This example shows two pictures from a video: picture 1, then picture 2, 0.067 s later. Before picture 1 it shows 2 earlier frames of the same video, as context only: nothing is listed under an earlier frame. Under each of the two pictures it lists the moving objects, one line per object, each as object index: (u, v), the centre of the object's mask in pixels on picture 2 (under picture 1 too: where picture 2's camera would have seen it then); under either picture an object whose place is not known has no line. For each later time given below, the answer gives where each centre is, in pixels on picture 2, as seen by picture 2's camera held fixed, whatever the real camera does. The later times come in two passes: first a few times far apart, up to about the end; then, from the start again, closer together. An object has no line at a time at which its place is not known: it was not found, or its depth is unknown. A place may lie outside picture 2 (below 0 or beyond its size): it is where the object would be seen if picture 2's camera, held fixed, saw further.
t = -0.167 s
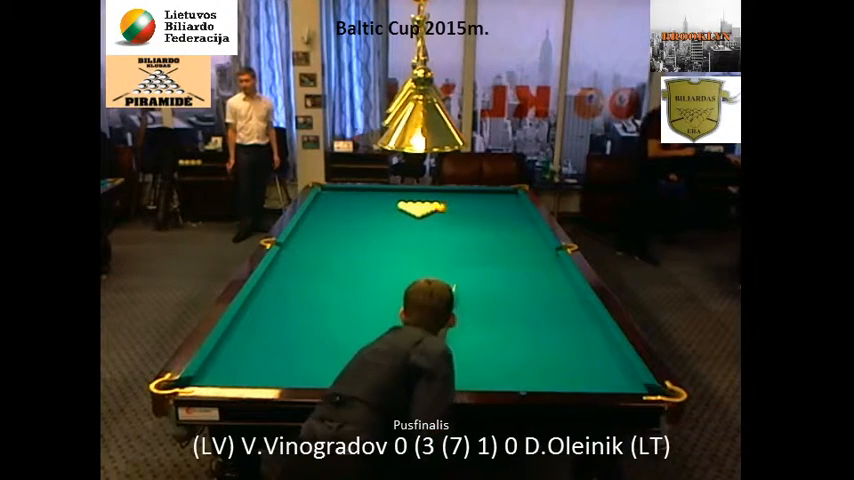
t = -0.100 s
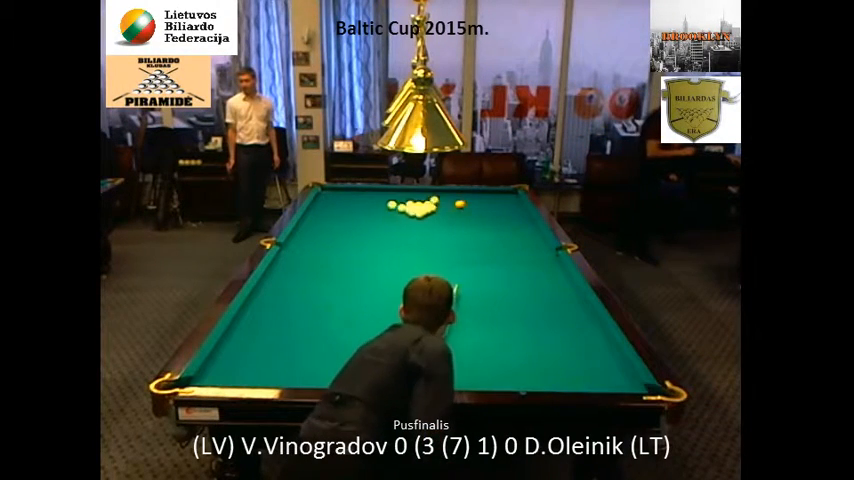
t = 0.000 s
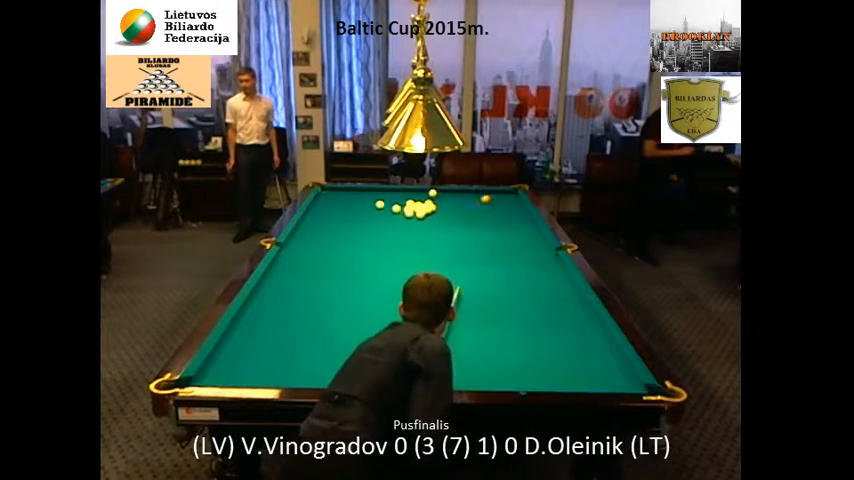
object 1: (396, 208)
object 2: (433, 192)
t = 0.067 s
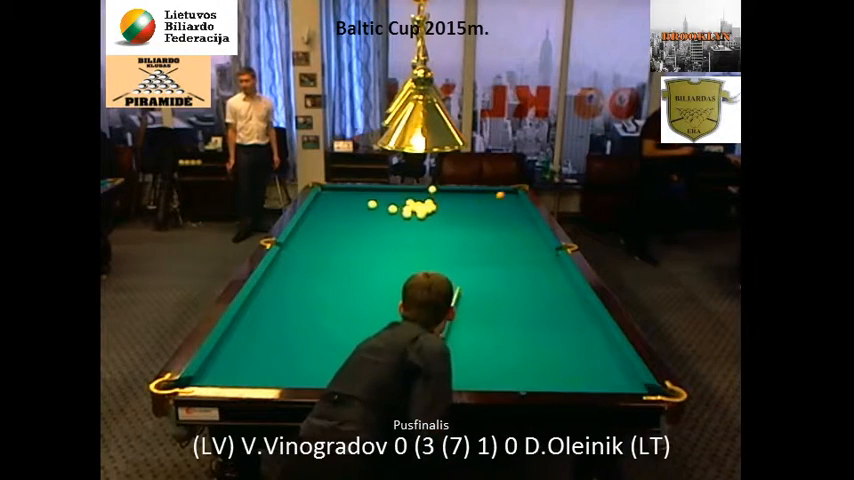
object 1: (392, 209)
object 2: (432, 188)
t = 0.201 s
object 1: (385, 210)
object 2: (434, 194)
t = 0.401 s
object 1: (374, 211)
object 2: (444, 199)
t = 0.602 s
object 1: (364, 213)
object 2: (461, 203)
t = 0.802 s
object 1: (354, 213)
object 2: (478, 207)
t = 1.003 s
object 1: (344, 215)
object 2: (496, 212)
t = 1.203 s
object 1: (333, 217)
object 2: (514, 217)
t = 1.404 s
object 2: (533, 222)
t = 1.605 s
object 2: (526, 224)
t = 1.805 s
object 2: (518, 227)
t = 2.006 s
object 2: (511, 229)
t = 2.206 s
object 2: (503, 231)
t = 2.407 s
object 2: (495, 234)
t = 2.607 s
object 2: (488, 237)
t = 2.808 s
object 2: (488, 236)
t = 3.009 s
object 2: (488, 236)
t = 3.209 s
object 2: (488, 236)
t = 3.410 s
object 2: (488, 236)
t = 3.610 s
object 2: (488, 236)
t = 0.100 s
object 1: (390, 209)
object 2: (433, 190)
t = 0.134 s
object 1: (389, 209)
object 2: (433, 191)
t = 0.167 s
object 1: (387, 209)
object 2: (434, 193)
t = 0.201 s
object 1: (385, 210)
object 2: (434, 194)
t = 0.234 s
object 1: (383, 210)
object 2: (435, 195)
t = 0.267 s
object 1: (381, 210)
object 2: (435, 196)
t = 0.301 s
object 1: (379, 210)
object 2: (436, 197)
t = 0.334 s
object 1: (378, 210)
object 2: (438, 198)
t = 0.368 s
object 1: (376, 211)
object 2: (441, 198)
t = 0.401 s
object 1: (374, 211)
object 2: (444, 199)
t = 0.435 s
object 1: (373, 211)
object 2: (447, 200)
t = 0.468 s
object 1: (371, 211)
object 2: (450, 200)
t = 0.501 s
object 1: (369, 212)
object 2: (453, 201)
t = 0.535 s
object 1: (367, 212)
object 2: (455, 202)
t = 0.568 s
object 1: (365, 212)
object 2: (458, 203)
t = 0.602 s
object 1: (364, 213)
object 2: (461, 203)
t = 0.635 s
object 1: (362, 212)
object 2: (464, 203)
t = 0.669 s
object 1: (360, 213)
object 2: (467, 204)
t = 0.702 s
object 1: (359, 213)
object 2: (470, 205)
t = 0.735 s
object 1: (357, 213)
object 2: (473, 205)
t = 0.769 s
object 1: (355, 213)
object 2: (475, 207)
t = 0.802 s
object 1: (354, 213)
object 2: (478, 207)
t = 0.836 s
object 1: (352, 214)
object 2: (481, 208)
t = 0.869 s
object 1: (350, 214)
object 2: (484, 209)
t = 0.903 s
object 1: (349, 214)
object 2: (487, 209)
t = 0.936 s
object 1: (347, 214)
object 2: (490, 210)
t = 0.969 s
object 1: (345, 215)
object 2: (493, 211)
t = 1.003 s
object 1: (344, 215)
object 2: (496, 212)
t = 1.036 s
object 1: (342, 215)
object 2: (499, 213)
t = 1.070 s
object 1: (340, 215)
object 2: (502, 213)
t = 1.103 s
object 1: (338, 216)
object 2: (505, 214)
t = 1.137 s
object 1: (337, 216)
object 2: (508, 215)
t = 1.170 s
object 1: (335, 216)
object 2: (511, 216)
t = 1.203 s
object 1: (333, 217)
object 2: (514, 217)
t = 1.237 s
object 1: (331, 217)
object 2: (517, 218)
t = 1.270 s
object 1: (330, 217)
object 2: (521, 219)
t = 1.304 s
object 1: (329, 217)
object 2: (524, 219)
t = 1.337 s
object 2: (527, 220)
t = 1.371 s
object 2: (530, 221)
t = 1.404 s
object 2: (533, 222)
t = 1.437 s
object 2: (531, 222)
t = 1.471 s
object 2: (530, 223)
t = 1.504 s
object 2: (529, 223)
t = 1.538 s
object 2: (528, 224)
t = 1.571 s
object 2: (526, 224)
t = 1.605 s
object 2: (526, 224)
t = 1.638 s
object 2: (524, 225)
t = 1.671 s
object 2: (523, 225)
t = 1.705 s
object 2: (522, 226)
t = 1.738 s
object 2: (520, 226)
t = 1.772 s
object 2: (519, 226)
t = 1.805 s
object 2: (518, 227)
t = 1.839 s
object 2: (517, 226)
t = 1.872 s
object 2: (515, 227)
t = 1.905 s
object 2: (514, 228)
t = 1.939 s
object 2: (513, 228)
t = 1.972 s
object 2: (512, 229)
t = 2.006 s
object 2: (511, 229)
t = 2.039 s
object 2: (509, 230)
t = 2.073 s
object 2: (507, 230)
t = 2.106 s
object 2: (507, 230)
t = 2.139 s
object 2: (505, 231)
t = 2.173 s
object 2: (504, 231)
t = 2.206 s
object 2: (503, 231)
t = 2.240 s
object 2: (501, 232)
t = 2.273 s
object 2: (500, 232)
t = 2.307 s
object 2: (499, 233)
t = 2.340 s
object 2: (498, 233)
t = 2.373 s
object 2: (497, 233)
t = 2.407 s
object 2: (495, 234)
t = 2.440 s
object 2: (494, 234)
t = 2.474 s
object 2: (493, 235)
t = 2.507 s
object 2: (492, 235)
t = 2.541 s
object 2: (490, 236)
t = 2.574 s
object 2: (489, 236)
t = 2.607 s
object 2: (488, 237)
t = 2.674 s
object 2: (488, 236)
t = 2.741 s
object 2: (488, 236)
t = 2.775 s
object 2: (488, 236)
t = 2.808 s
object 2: (488, 236)
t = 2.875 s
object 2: (488, 236)
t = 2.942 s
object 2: (488, 236)
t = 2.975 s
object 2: (488, 236)
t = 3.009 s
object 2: (488, 236)
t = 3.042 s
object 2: (488, 236)
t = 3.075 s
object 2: (488, 236)
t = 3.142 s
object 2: (488, 236)
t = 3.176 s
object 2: (488, 236)
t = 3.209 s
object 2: (488, 236)
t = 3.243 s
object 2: (488, 236)
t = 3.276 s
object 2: (488, 236)
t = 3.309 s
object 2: (488, 236)
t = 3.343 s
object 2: (488, 236)
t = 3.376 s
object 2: (488, 236)
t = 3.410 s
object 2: (488, 236)
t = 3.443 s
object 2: (488, 236)
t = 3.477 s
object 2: (488, 236)
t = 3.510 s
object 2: (488, 236)
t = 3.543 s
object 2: (488, 236)
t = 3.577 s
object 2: (488, 236)
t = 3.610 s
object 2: (488, 236)
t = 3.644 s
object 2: (488, 236)
